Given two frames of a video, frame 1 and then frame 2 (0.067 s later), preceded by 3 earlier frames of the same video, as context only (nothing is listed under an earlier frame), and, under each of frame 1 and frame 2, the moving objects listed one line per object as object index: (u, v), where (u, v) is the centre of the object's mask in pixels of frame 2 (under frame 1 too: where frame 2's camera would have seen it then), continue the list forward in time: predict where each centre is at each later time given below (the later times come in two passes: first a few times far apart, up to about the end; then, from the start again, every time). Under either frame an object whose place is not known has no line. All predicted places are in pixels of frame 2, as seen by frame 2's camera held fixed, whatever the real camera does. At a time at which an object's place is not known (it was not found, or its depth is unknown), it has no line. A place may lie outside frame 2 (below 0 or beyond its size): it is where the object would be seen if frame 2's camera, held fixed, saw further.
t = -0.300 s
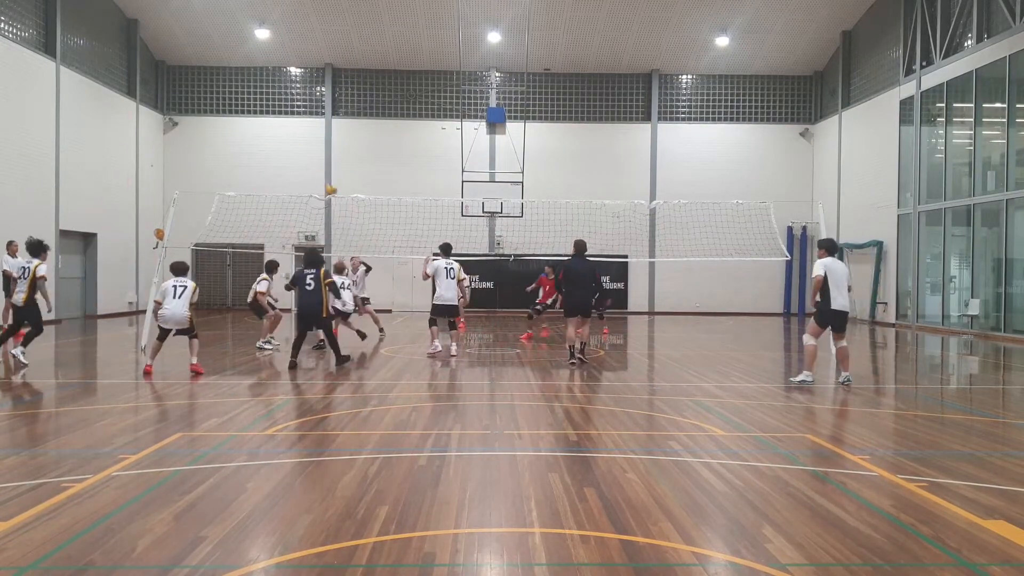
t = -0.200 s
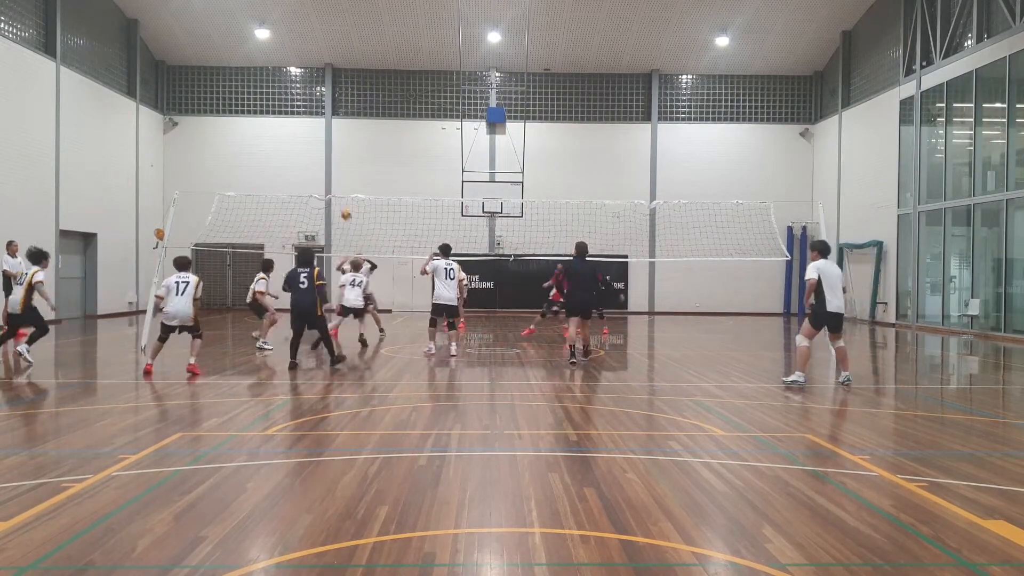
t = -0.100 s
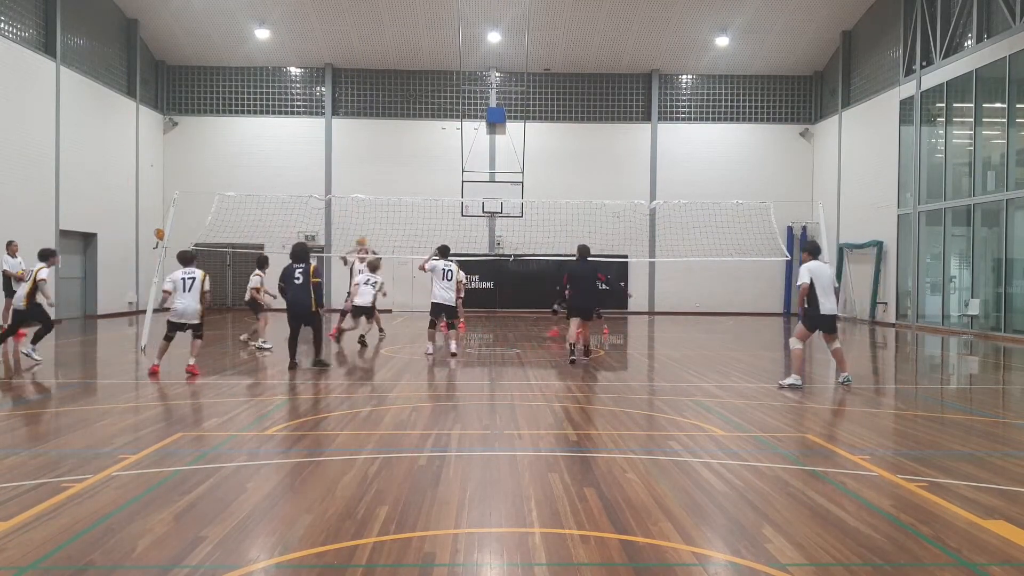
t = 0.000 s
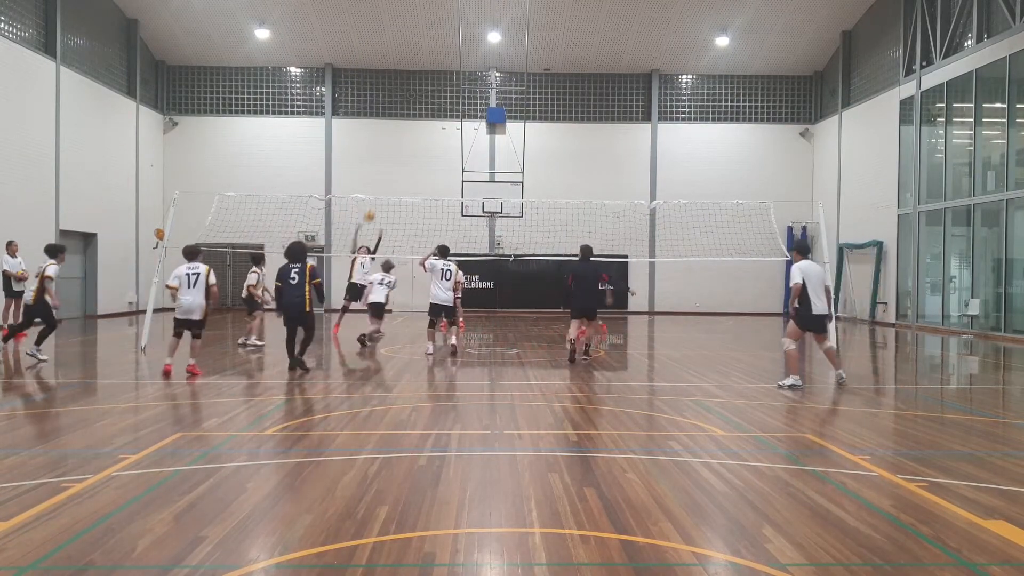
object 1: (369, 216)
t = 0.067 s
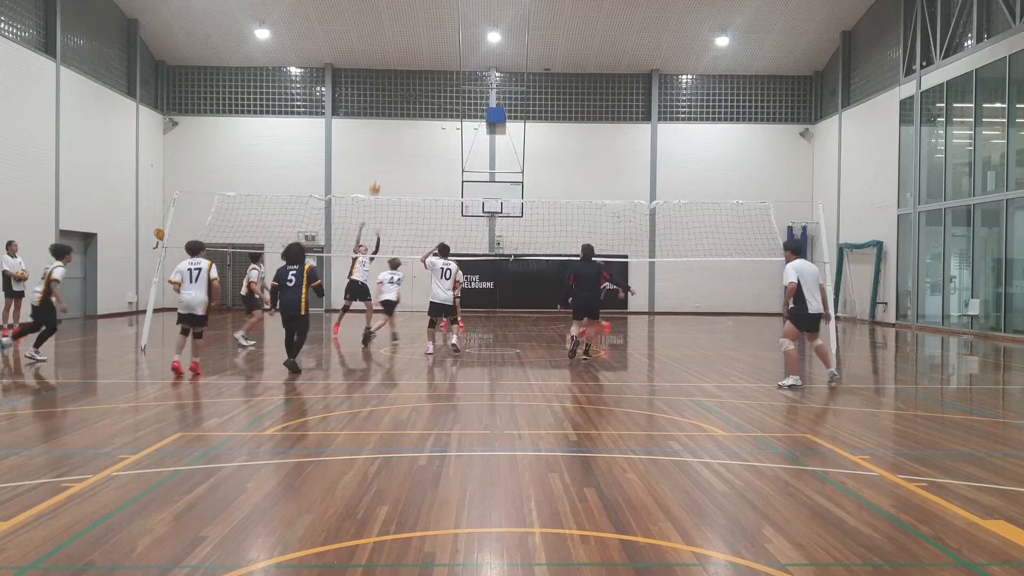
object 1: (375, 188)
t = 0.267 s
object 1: (390, 122)
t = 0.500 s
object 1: (405, 71)
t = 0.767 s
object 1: (421, 47)
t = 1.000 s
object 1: (434, 54)
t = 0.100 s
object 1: (377, 176)
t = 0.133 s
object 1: (380, 164)
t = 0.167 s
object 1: (383, 153)
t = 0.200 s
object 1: (385, 142)
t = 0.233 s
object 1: (387, 132)
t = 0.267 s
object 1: (390, 122)
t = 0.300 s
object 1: (392, 113)
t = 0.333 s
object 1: (394, 105)
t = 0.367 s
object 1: (396, 96)
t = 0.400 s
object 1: (399, 89)
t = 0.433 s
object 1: (401, 82)
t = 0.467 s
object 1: (403, 76)
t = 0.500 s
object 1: (405, 71)
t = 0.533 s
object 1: (407, 65)
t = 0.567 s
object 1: (409, 62)
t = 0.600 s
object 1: (411, 58)
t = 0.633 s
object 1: (413, 54)
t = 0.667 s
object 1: (415, 52)
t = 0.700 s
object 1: (417, 49)
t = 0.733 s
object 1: (419, 48)
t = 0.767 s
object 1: (421, 47)
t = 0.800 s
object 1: (423, 47)
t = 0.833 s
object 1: (425, 47)
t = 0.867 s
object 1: (427, 47)
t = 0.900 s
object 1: (429, 48)
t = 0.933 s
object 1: (431, 50)
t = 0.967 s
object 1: (433, 52)
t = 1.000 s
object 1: (434, 54)
